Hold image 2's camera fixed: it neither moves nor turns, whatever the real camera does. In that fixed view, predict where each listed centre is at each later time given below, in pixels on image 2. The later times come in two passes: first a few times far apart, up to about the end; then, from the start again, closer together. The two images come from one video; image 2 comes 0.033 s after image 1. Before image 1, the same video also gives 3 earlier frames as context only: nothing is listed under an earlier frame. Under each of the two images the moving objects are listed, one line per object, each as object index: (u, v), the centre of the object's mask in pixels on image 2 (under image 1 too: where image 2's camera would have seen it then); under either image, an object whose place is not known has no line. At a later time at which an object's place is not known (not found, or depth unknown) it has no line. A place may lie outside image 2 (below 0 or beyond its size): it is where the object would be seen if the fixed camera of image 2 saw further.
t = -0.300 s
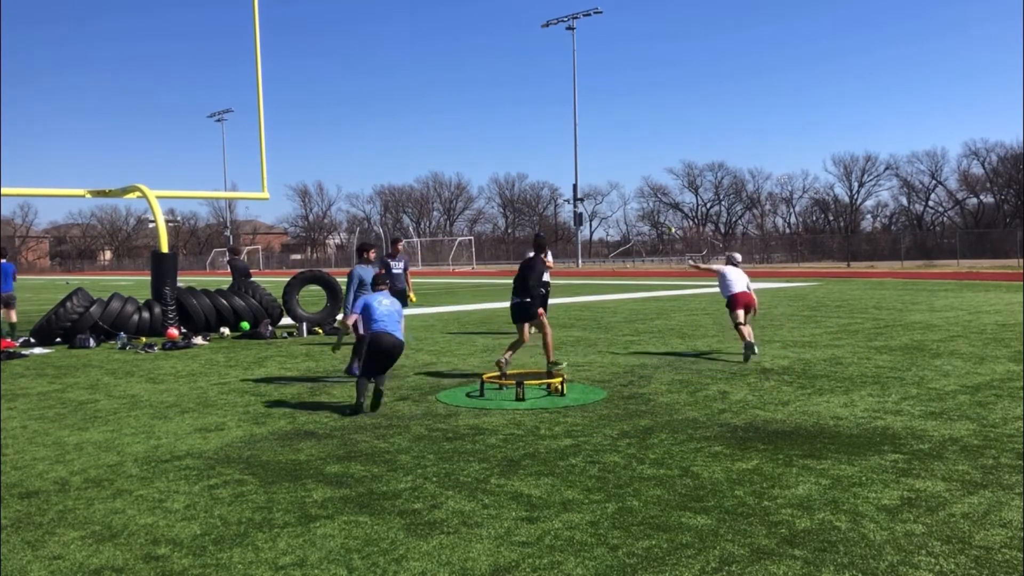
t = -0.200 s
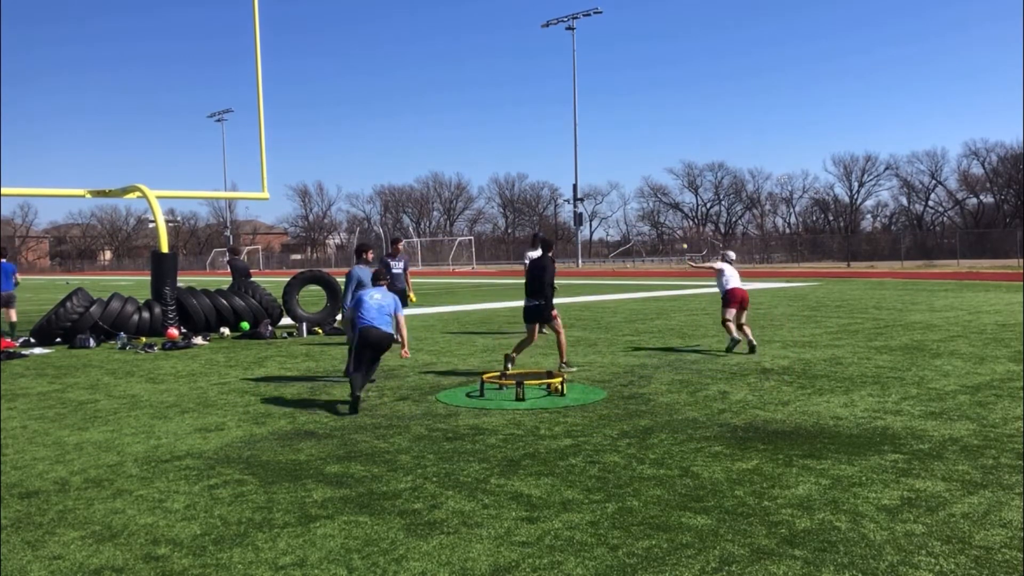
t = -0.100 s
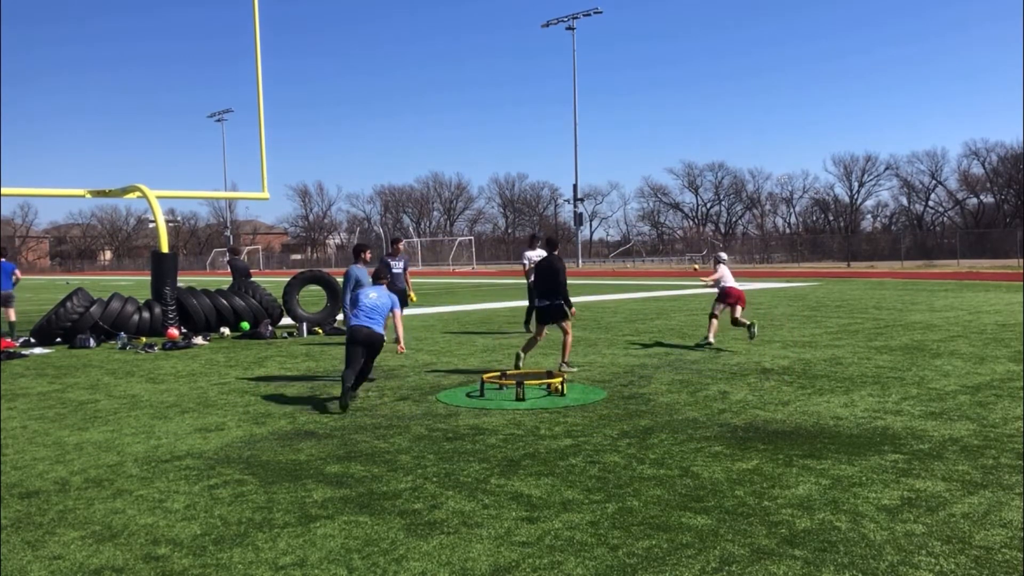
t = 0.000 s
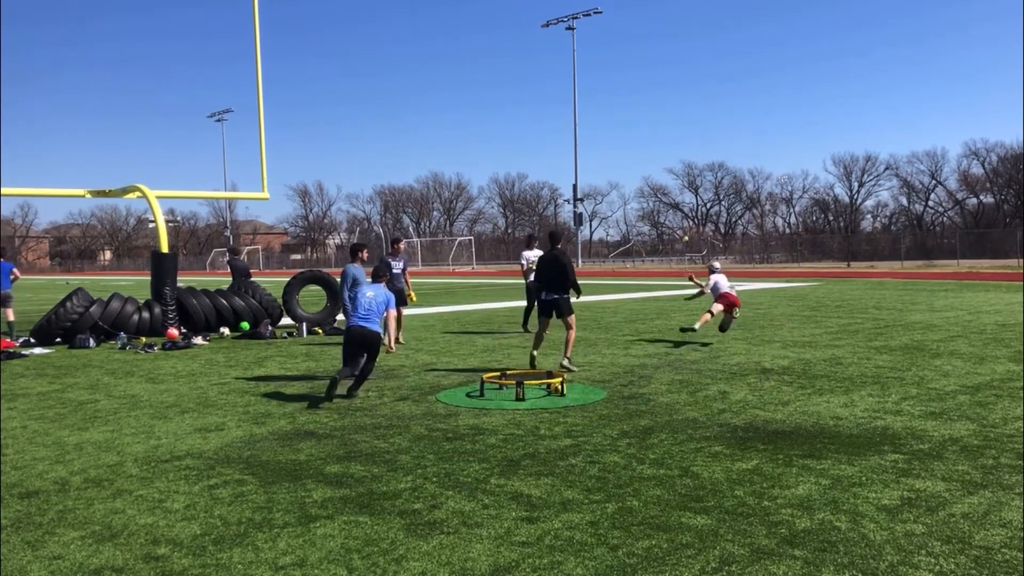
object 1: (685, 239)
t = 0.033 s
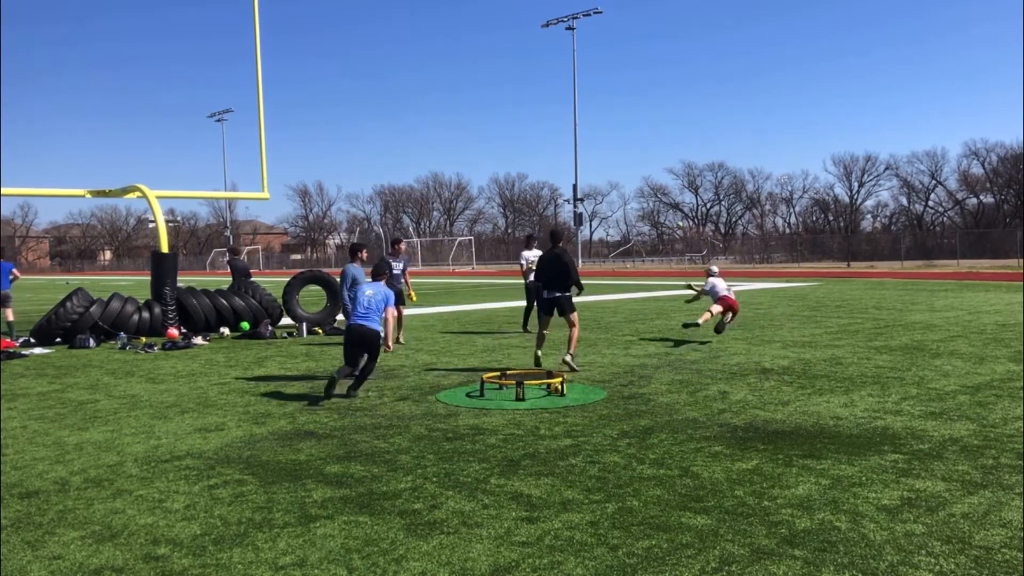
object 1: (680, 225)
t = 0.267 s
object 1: (642, 144)
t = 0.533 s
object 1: (601, 90)
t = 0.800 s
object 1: (560, 82)
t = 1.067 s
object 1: (519, 120)
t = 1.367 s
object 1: (474, 218)
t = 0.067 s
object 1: (675, 208)
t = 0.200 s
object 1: (652, 163)
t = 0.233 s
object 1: (647, 153)
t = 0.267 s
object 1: (642, 144)
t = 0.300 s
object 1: (636, 135)
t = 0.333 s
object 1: (631, 127)
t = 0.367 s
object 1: (627, 119)
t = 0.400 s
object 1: (621, 112)
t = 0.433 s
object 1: (616, 106)
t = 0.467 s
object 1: (611, 100)
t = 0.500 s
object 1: (606, 95)
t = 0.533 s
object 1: (601, 90)
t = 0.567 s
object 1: (596, 87)
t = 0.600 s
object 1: (591, 85)
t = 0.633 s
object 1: (585, 82)
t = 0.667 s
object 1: (580, 80)
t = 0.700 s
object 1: (575, 80)
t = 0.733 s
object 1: (570, 80)
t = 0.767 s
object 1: (565, 80)
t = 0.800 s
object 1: (560, 82)
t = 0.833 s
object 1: (555, 84)
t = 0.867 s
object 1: (549, 87)
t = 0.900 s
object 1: (544, 91)
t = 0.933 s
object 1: (539, 95)
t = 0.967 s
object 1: (534, 101)
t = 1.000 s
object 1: (529, 106)
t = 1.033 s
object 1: (524, 112)
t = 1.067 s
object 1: (519, 120)
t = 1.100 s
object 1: (514, 127)
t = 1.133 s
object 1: (509, 137)
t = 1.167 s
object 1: (504, 146)
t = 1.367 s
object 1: (474, 218)
